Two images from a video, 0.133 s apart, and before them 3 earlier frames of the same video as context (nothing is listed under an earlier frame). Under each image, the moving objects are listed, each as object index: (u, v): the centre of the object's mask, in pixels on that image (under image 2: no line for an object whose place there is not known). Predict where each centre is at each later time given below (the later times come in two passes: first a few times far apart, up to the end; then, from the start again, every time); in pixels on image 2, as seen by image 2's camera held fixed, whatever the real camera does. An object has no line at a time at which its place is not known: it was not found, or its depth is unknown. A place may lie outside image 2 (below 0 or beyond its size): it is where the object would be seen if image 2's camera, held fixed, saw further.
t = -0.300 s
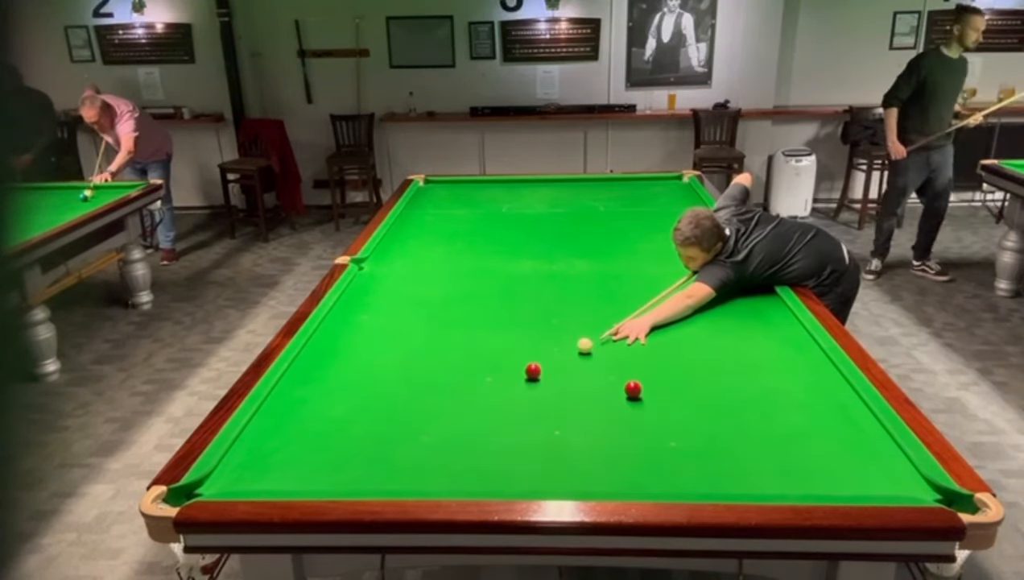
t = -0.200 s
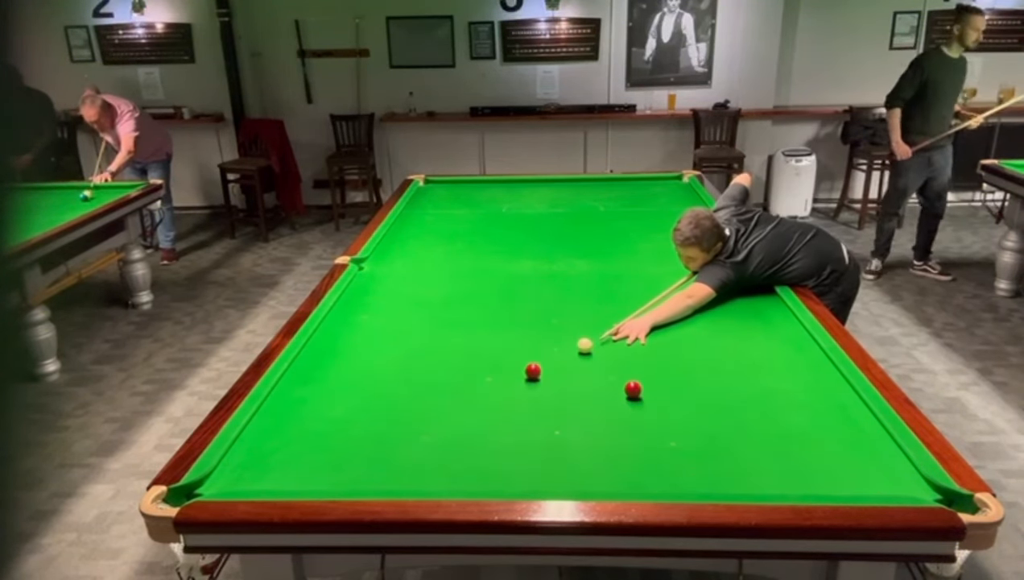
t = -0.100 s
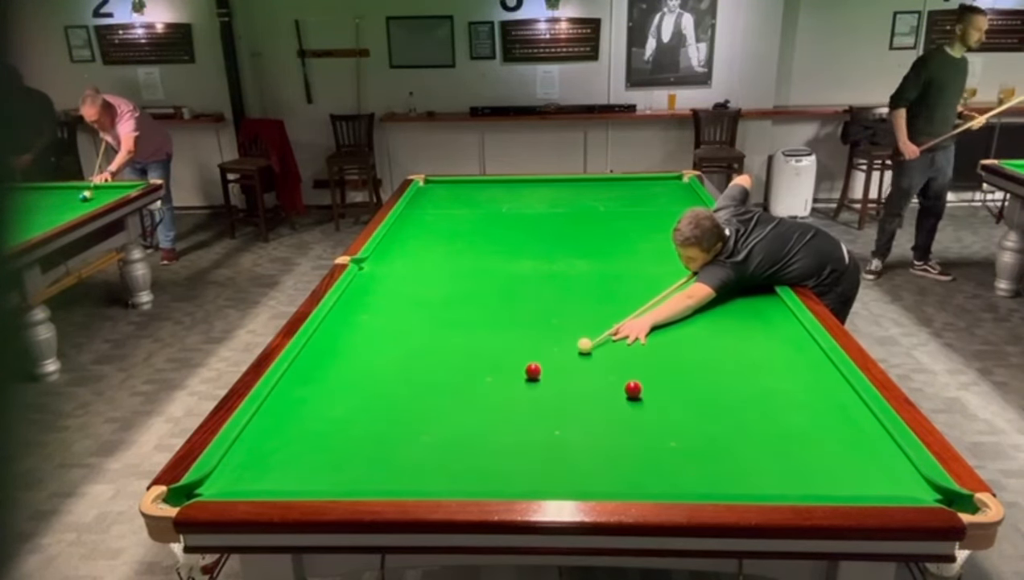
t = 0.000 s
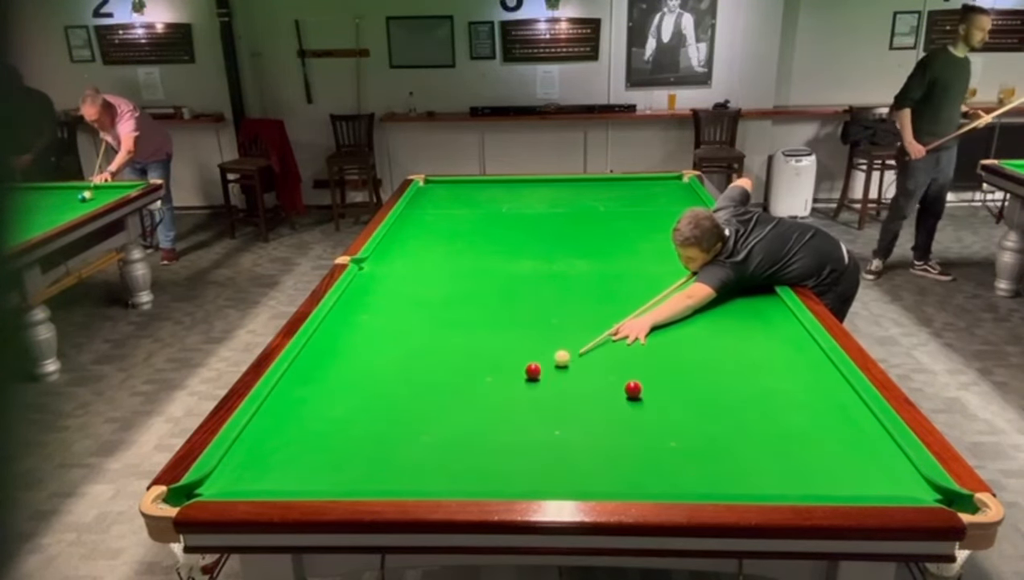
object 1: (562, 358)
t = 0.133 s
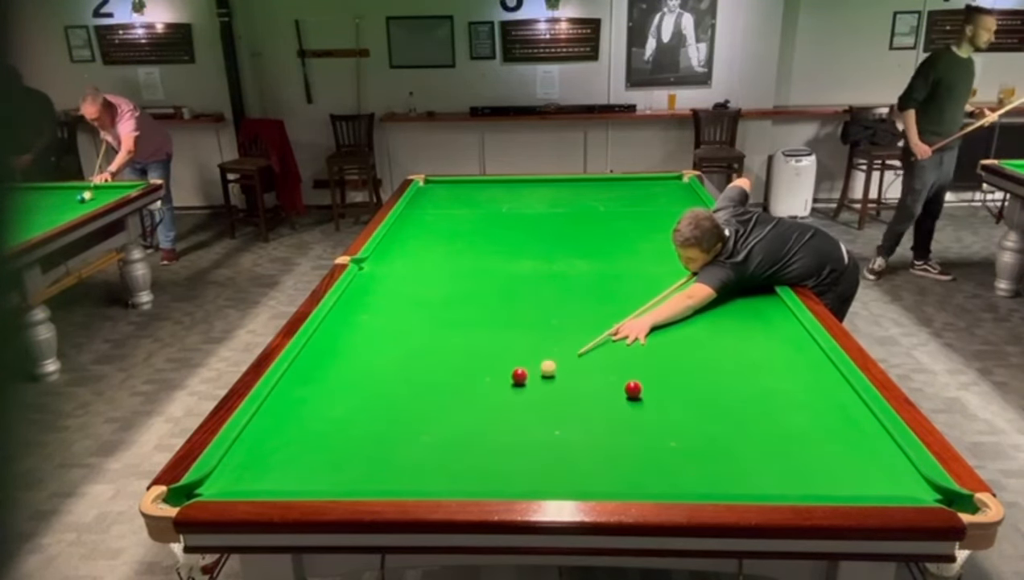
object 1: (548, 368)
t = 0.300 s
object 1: (554, 369)
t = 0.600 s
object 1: (563, 371)
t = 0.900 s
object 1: (570, 372)
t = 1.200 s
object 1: (575, 373)
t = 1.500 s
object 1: (577, 374)
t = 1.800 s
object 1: (577, 374)
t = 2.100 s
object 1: (577, 374)
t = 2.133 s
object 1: (577, 374)
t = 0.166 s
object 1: (549, 368)
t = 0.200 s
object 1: (551, 368)
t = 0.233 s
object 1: (552, 369)
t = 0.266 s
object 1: (553, 369)
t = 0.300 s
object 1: (554, 369)
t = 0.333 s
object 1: (555, 369)
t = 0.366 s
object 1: (556, 369)
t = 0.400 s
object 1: (557, 370)
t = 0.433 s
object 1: (558, 370)
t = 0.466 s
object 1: (559, 370)
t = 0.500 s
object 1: (561, 371)
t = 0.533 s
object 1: (561, 371)
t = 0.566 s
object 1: (563, 371)
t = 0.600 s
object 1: (563, 371)
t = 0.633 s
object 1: (564, 371)
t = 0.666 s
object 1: (565, 371)
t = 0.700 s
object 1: (566, 372)
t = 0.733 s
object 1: (566, 372)
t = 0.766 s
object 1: (567, 372)
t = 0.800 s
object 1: (568, 372)
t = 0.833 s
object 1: (569, 372)
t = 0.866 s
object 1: (570, 372)
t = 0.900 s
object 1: (570, 372)
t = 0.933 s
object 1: (571, 372)
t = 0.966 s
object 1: (571, 373)
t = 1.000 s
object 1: (572, 373)
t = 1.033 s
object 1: (573, 373)
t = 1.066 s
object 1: (573, 373)
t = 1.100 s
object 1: (574, 373)
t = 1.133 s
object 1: (575, 373)
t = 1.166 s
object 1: (575, 373)
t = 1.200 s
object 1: (575, 373)
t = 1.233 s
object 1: (575, 373)
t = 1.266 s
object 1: (576, 374)
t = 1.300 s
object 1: (576, 374)
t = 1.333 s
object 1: (576, 374)
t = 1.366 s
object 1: (576, 374)
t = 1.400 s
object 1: (576, 374)
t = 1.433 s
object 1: (576, 374)
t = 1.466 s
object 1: (577, 374)
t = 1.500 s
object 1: (577, 374)
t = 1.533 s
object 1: (577, 374)
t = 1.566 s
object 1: (577, 374)
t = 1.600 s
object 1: (577, 374)
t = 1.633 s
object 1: (577, 374)
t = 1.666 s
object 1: (577, 374)
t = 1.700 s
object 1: (577, 374)
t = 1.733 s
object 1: (577, 374)
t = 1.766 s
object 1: (577, 374)
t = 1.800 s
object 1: (577, 374)
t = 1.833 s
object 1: (577, 374)
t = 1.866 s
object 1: (577, 374)
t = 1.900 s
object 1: (577, 373)
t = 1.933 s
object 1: (577, 373)
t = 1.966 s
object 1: (577, 373)
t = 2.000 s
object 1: (577, 373)
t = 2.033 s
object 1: (577, 373)
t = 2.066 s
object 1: (577, 373)
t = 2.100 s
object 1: (577, 374)
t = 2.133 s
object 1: (577, 374)
